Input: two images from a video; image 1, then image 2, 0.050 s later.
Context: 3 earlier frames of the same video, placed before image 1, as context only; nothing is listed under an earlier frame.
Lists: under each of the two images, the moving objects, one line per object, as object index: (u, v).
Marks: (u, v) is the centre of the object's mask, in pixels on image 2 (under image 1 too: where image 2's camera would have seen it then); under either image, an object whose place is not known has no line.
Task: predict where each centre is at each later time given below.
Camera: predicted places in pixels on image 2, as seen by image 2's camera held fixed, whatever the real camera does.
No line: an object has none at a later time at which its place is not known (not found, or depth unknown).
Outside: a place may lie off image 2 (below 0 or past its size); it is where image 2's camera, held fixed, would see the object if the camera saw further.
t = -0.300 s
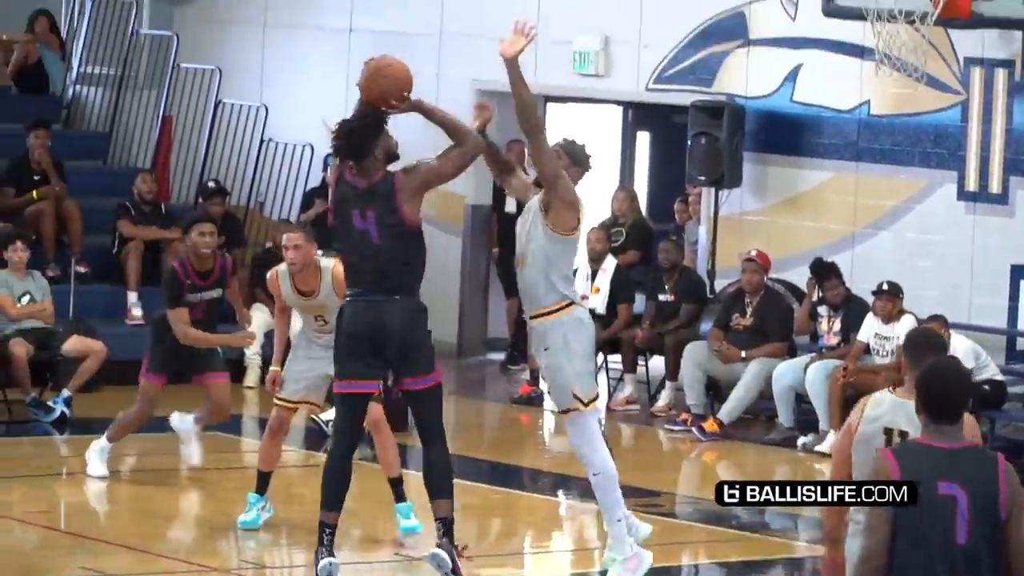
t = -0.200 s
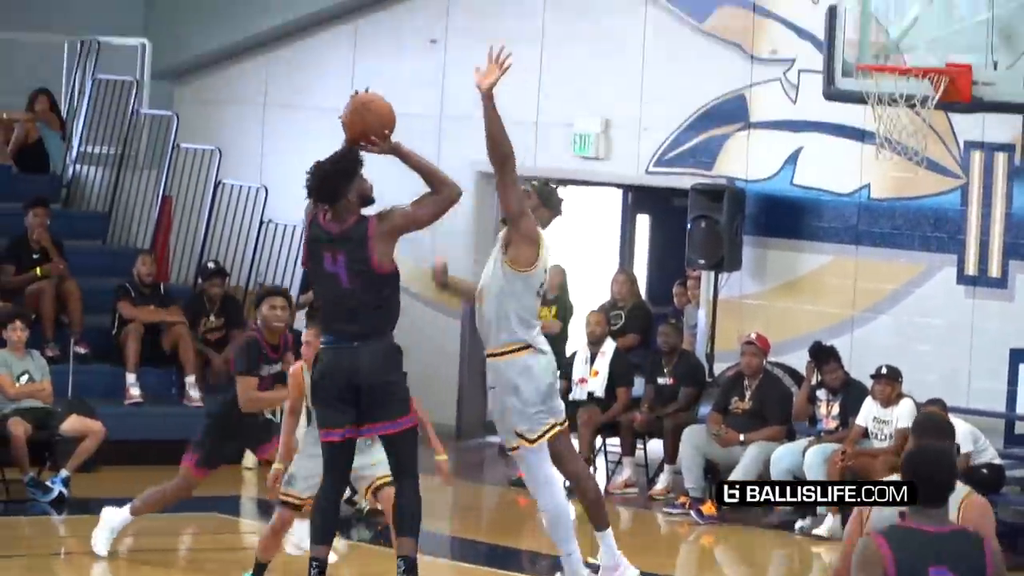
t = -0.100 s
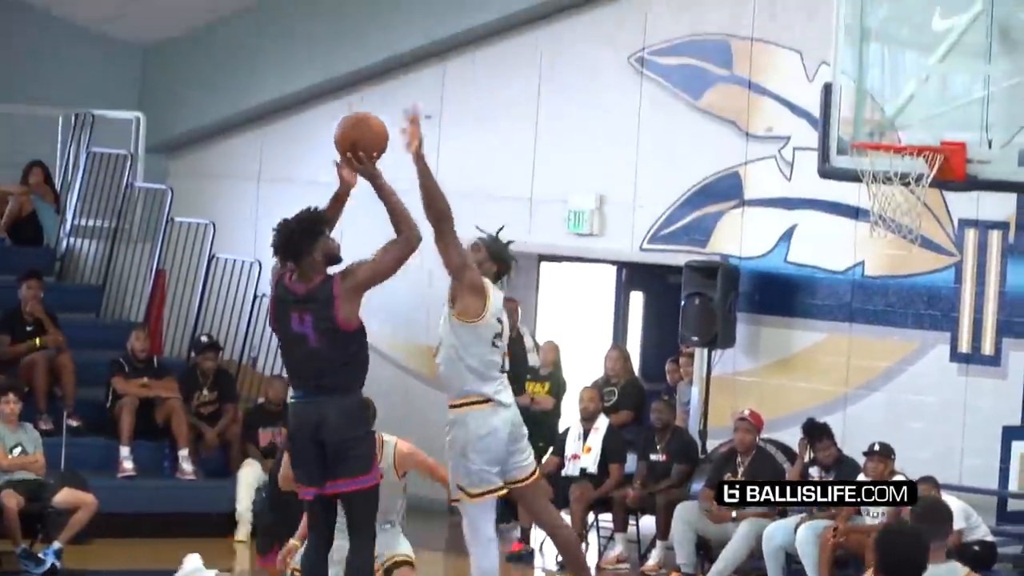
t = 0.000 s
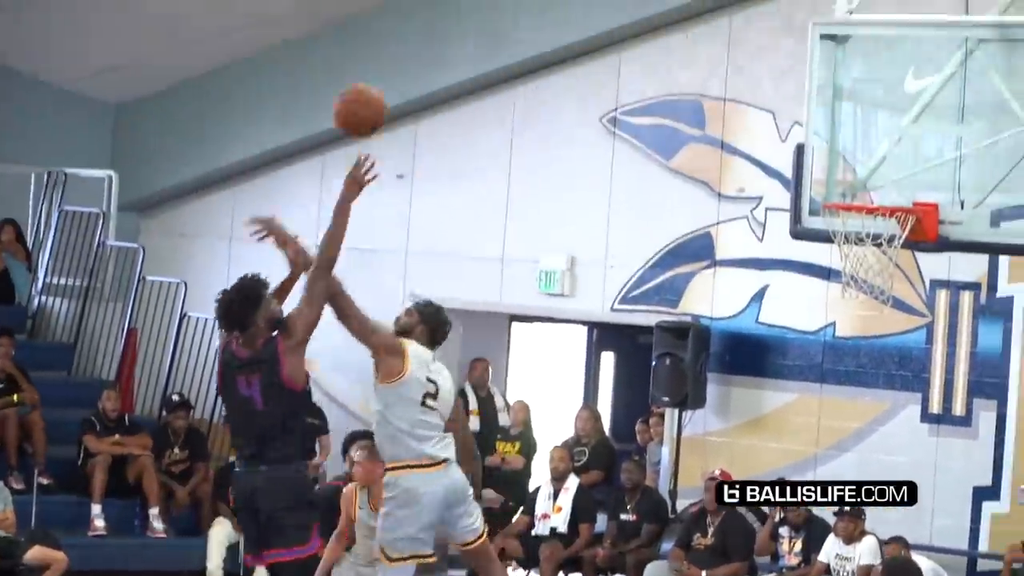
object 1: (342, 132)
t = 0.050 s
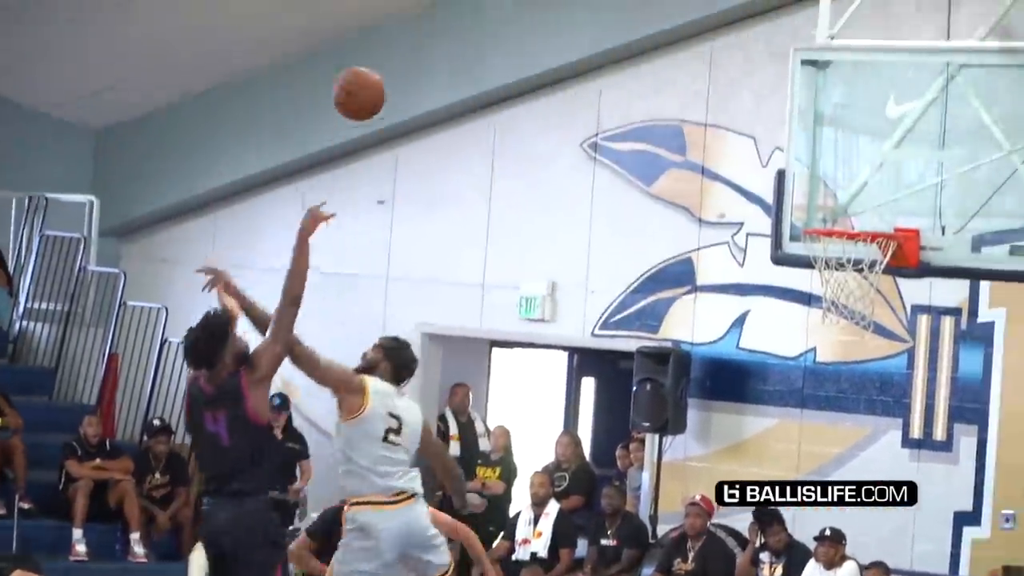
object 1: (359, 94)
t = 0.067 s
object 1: (364, 82)
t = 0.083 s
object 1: (370, 71)
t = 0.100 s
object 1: (376, 60)
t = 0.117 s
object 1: (381, 49)
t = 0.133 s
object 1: (387, 40)
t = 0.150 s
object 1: (393, 31)
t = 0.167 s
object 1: (398, 22)
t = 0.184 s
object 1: (403, 14)
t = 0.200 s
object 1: (408, 7)
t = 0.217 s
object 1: (413, 0)
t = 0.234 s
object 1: (418, -7)
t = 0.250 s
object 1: (423, -12)
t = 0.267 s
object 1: (429, -17)
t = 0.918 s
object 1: (594, 235)
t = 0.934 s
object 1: (597, 252)
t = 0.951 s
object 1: (601, 270)
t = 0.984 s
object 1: (608, 307)
